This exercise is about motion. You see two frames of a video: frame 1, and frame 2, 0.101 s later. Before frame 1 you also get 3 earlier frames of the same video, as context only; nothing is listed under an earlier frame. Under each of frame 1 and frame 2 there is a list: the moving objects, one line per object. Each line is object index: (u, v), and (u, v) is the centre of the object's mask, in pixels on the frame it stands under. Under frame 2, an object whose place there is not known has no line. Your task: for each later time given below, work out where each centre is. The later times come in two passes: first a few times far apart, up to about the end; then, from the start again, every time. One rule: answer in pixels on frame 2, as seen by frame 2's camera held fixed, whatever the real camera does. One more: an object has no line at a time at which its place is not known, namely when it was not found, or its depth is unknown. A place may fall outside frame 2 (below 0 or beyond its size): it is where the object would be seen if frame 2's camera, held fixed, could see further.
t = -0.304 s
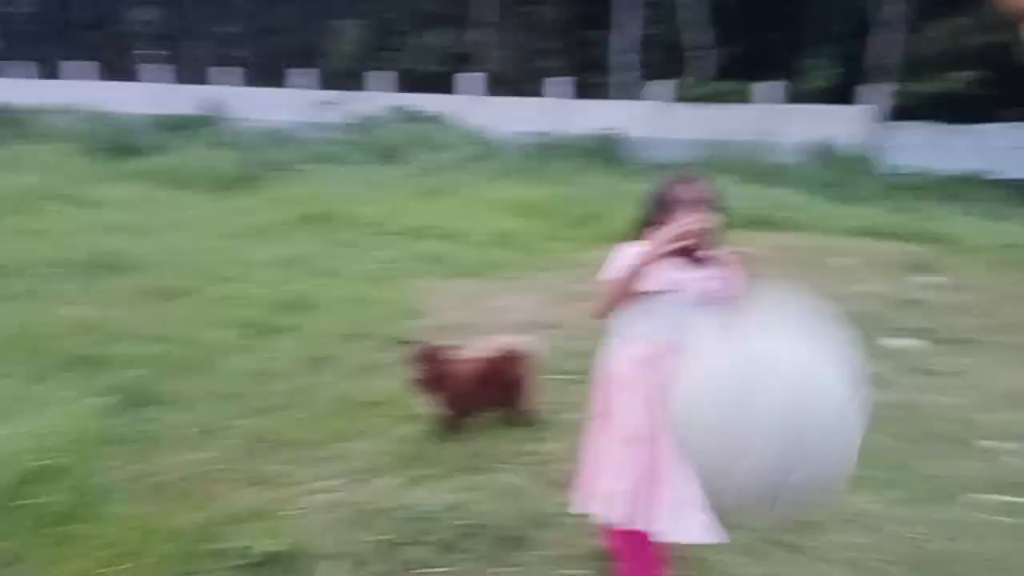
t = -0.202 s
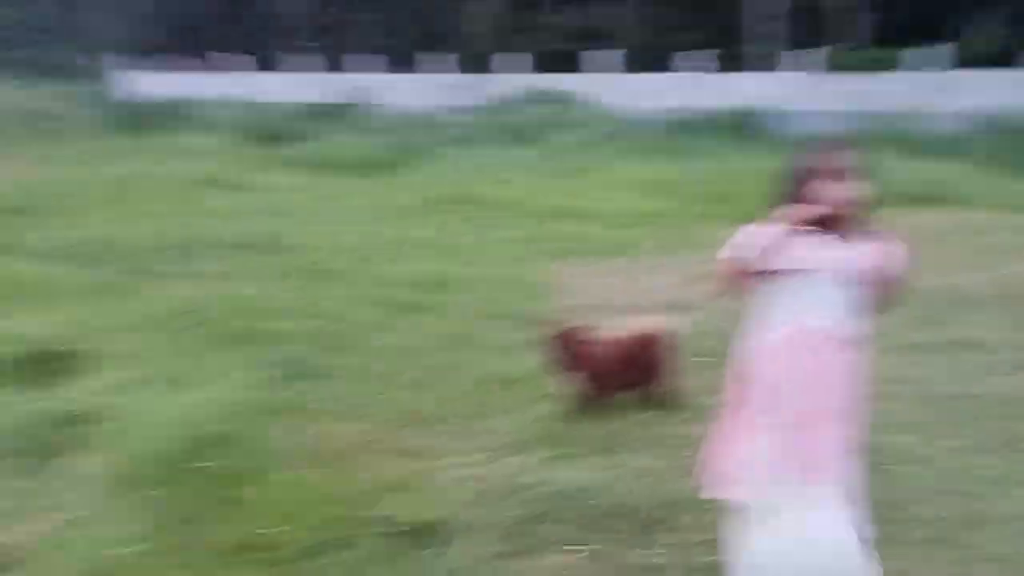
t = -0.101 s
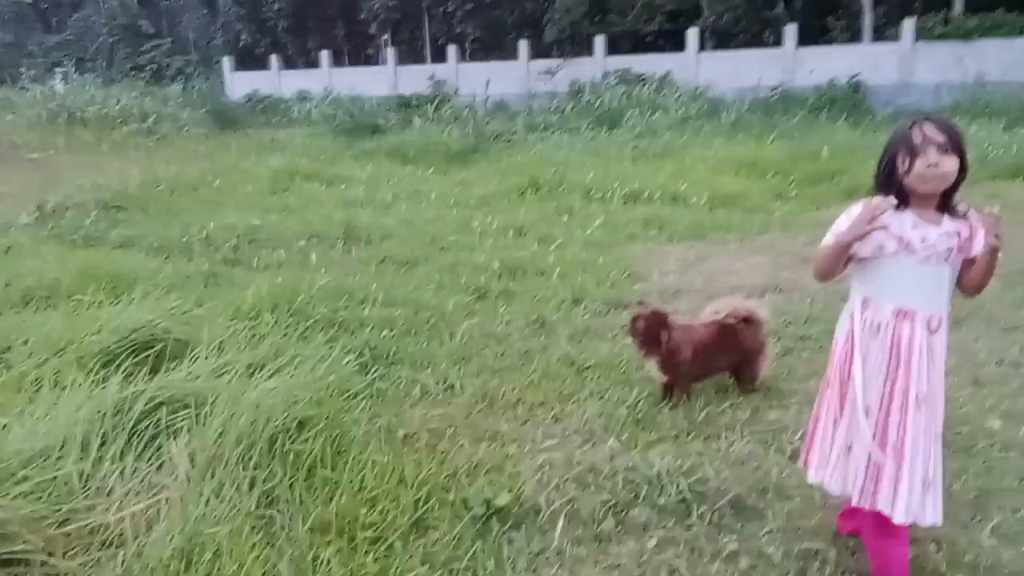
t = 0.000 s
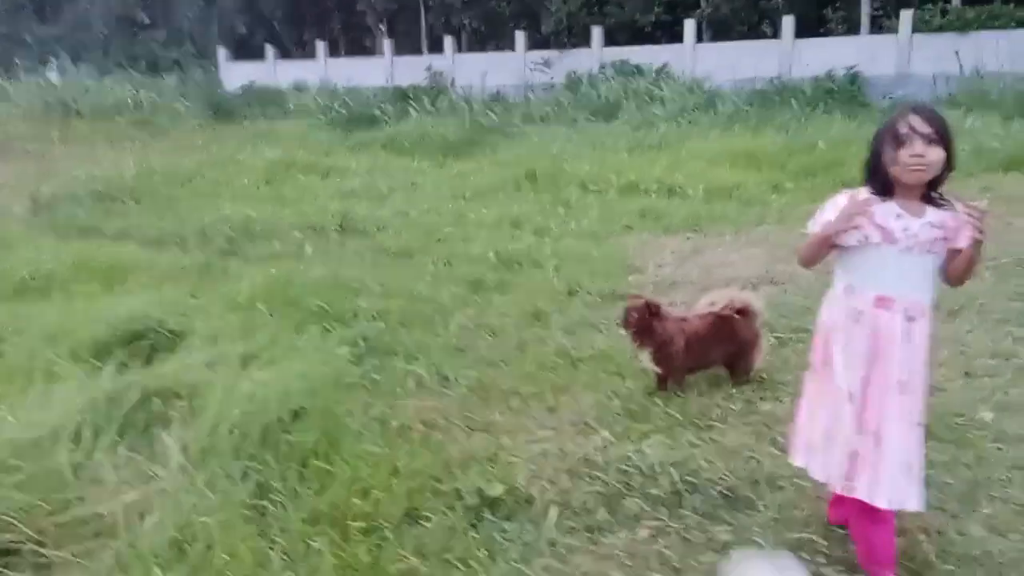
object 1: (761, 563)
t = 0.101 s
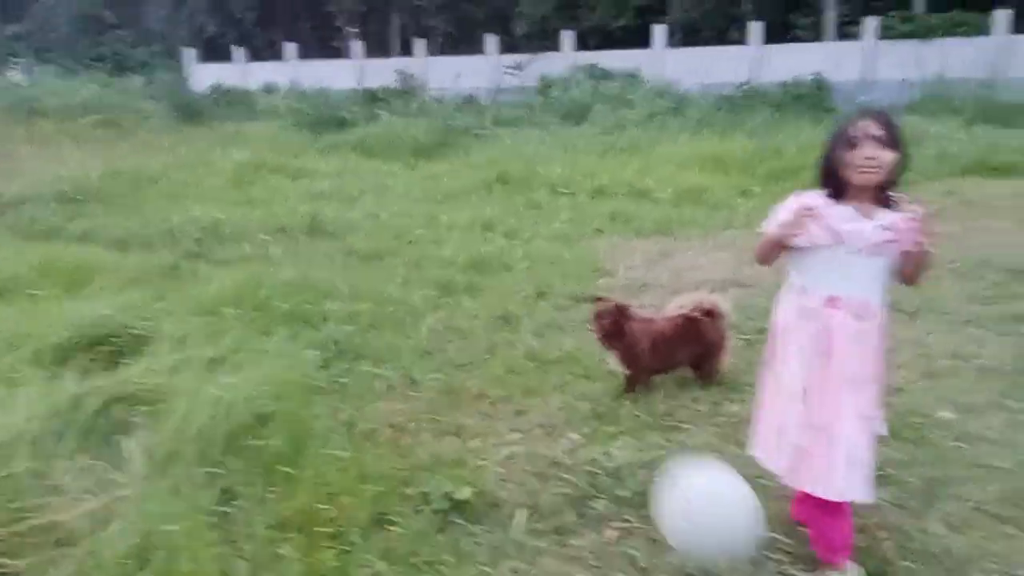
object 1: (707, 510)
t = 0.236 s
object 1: (667, 447)
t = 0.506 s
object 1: (600, 534)
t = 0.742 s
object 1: (563, 496)
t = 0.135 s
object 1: (698, 488)
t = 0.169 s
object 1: (686, 469)
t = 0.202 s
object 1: (677, 456)
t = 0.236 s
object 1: (667, 447)
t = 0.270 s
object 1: (658, 443)
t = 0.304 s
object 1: (649, 444)
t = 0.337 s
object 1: (640, 449)
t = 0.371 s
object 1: (632, 458)
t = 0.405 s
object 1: (624, 471)
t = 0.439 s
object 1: (614, 488)
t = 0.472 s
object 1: (607, 509)
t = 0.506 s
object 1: (600, 534)
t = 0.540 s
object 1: (593, 547)
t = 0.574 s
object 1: (588, 533)
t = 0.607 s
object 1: (583, 517)
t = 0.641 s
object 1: (578, 507)
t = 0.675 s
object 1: (573, 499)
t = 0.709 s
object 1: (568, 496)
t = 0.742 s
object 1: (563, 496)
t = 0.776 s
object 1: (558, 501)
